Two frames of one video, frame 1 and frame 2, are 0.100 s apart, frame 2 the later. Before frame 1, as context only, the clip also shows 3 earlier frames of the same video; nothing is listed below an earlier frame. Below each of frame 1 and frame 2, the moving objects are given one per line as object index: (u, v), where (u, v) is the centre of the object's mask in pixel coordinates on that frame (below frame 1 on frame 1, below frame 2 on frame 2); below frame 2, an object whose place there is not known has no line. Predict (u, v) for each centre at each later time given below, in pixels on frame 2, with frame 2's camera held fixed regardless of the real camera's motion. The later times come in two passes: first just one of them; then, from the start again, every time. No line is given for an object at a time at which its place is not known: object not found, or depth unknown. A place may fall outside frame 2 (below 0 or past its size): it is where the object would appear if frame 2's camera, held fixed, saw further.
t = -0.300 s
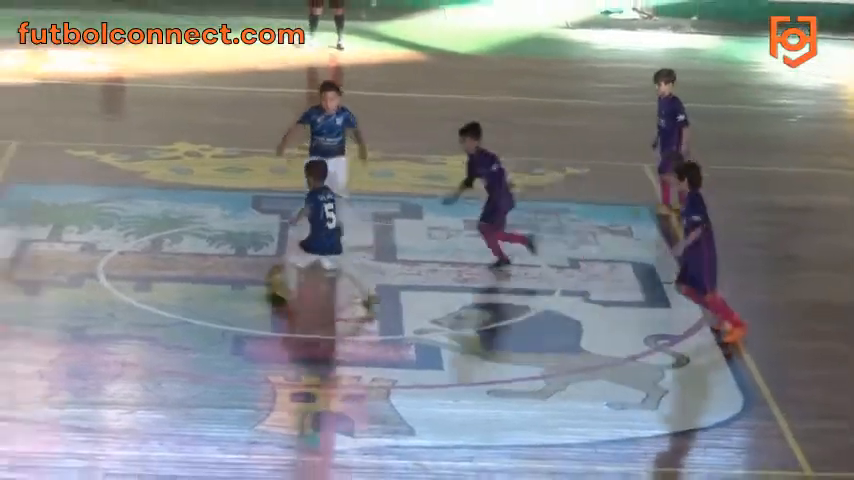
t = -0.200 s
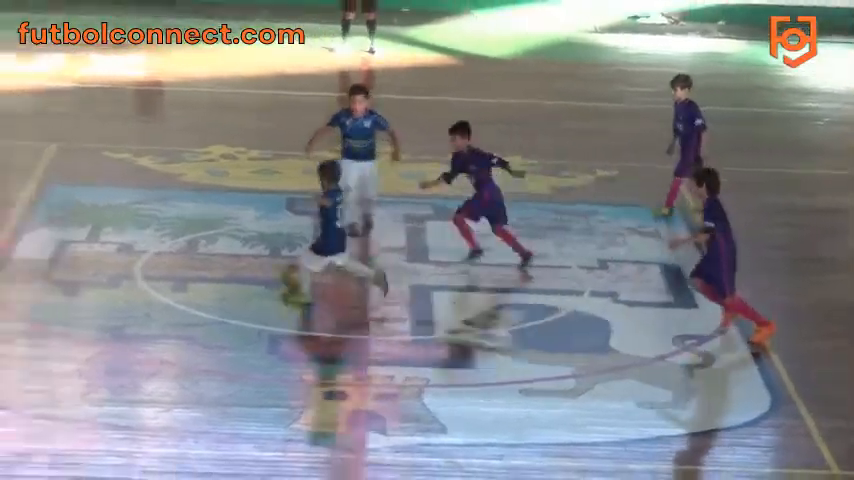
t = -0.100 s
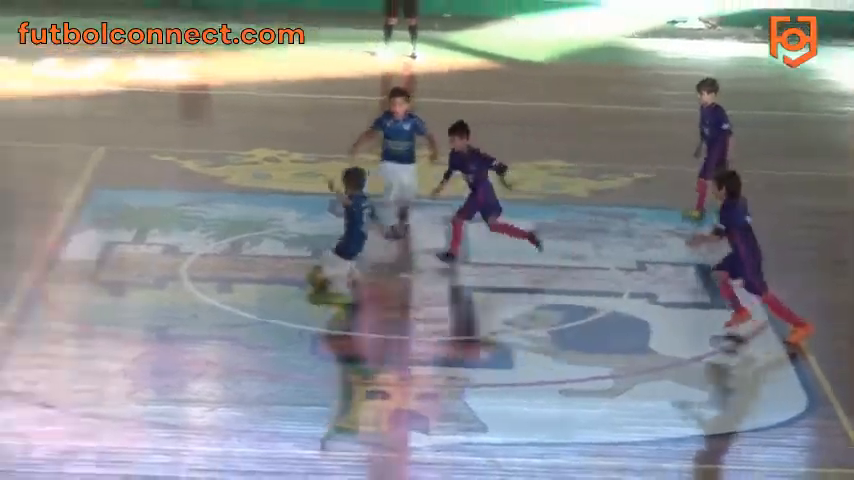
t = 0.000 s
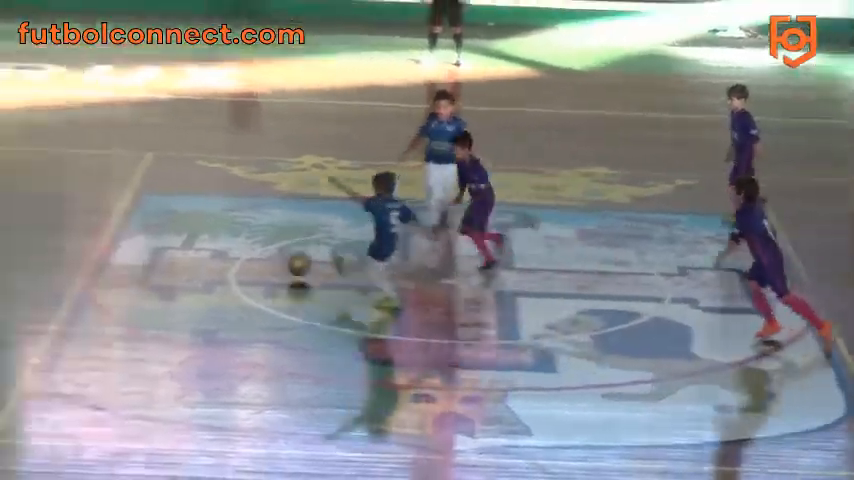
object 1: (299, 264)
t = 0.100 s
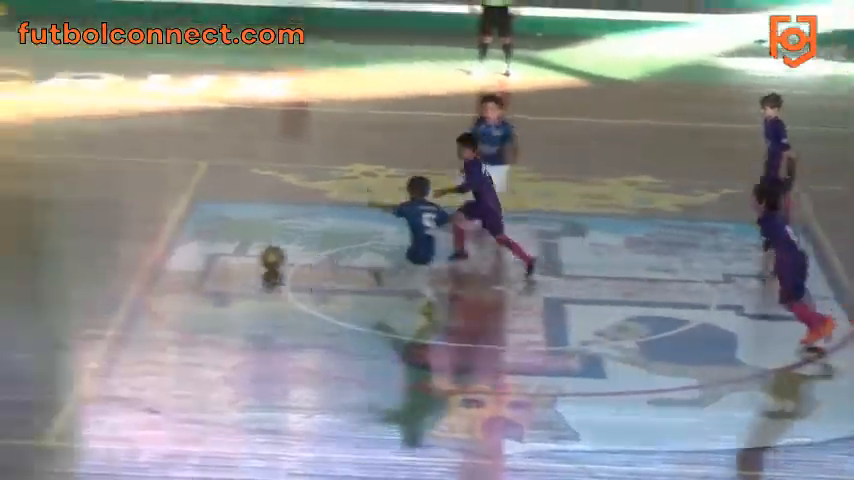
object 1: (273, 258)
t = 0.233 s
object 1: (181, 239)
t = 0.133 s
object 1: (248, 253)
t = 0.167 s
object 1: (225, 249)
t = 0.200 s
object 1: (203, 243)
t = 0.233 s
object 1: (181, 239)
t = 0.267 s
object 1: (161, 234)
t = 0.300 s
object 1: (139, 231)
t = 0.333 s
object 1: (120, 226)
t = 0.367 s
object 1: (100, 223)
